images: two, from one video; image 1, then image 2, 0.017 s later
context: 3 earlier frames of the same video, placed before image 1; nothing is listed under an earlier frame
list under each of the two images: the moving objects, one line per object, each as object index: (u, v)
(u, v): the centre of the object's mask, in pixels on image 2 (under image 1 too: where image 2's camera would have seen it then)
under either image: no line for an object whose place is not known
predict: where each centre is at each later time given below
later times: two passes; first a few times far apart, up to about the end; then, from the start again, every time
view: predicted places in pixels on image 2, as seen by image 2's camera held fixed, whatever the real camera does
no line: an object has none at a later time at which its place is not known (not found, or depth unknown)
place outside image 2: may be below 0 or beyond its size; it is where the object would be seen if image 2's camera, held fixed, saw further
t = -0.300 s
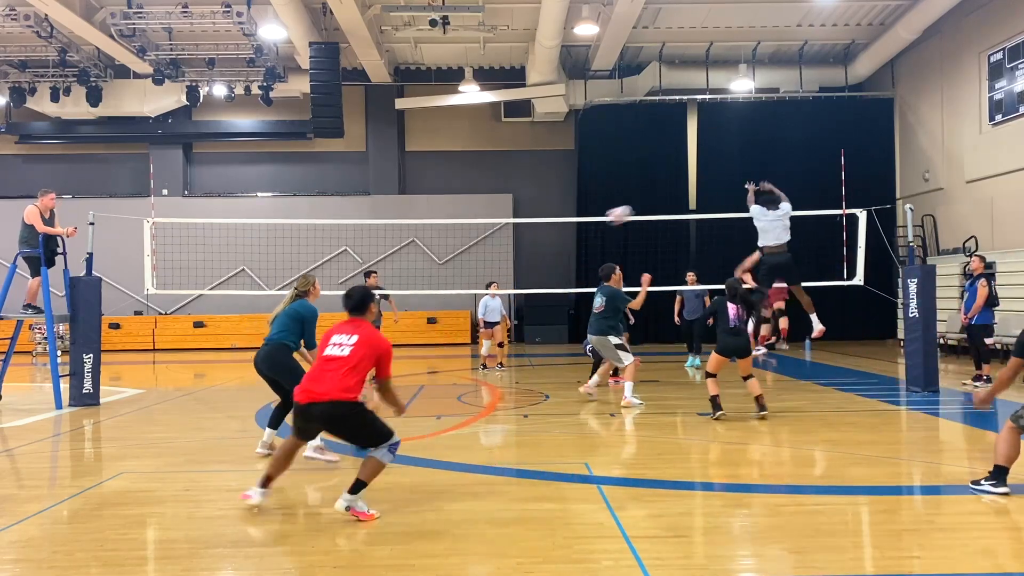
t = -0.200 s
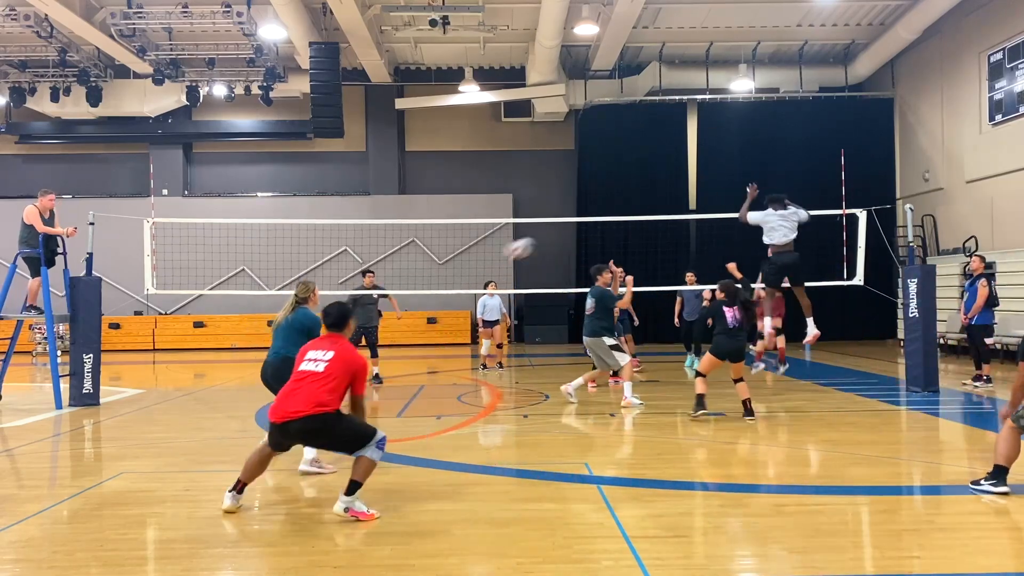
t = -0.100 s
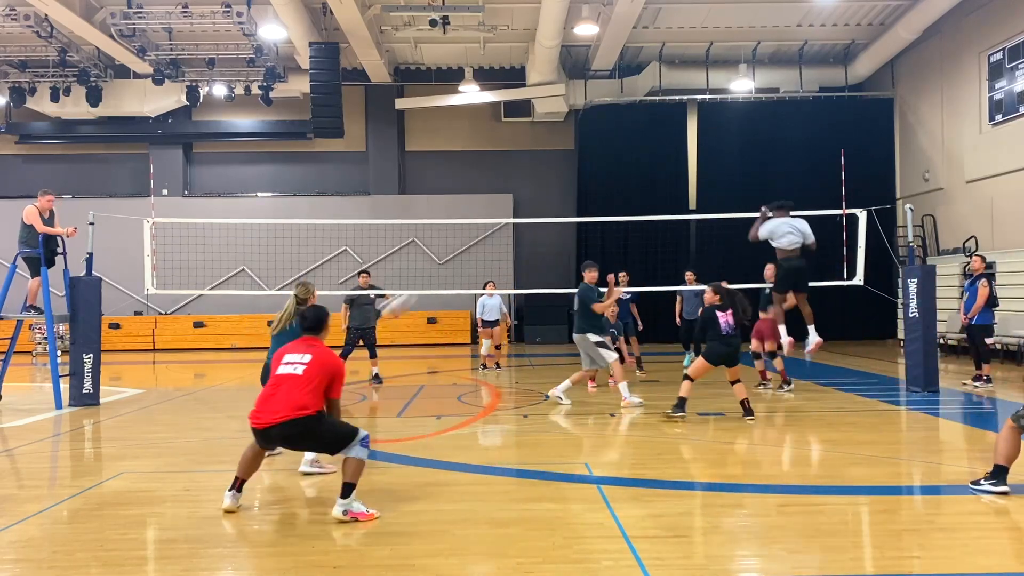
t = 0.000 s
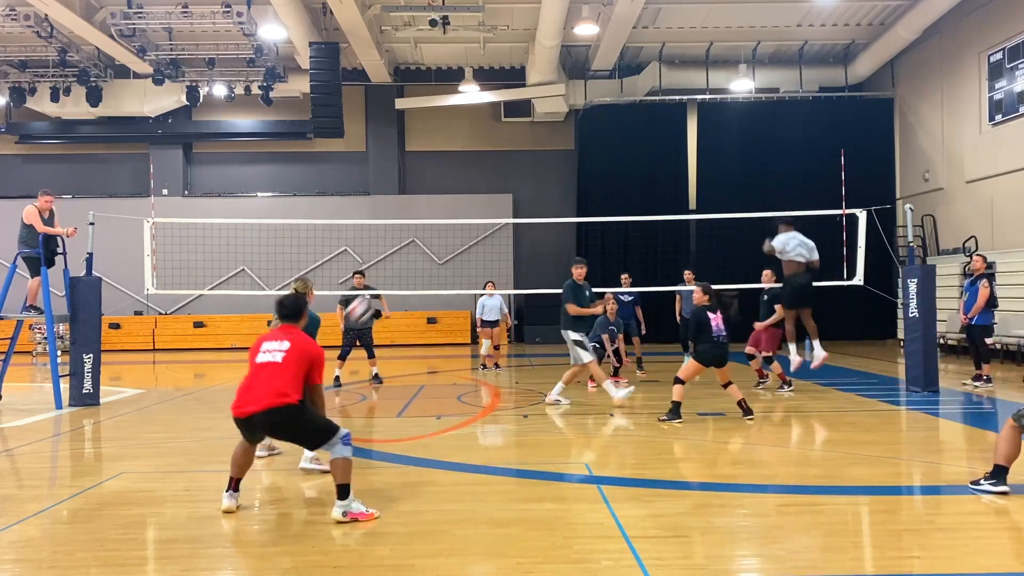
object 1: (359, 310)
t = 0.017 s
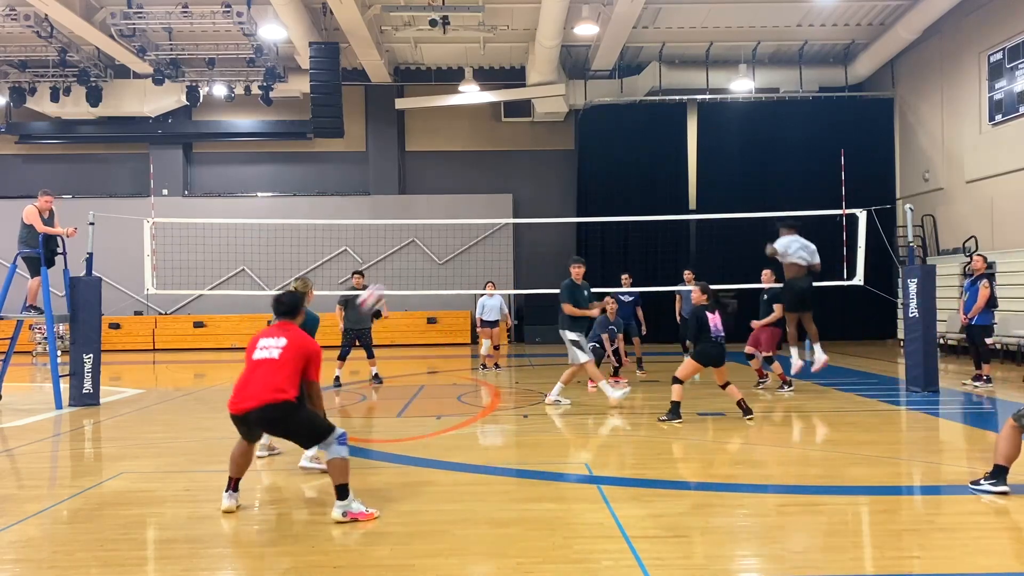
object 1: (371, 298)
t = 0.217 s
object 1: (501, 194)
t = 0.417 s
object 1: (609, 147)
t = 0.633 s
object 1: (707, 141)
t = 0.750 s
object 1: (751, 154)
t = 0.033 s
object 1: (385, 286)
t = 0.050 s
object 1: (395, 277)
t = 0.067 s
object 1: (407, 267)
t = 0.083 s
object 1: (417, 258)
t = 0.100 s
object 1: (430, 246)
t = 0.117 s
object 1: (440, 238)
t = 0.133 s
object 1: (450, 230)
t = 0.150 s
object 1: (461, 222)
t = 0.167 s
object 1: (473, 213)
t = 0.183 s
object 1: (482, 207)
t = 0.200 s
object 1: (491, 200)
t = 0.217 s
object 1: (501, 194)
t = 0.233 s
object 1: (511, 189)
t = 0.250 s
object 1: (521, 183)
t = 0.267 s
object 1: (530, 178)
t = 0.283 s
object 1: (539, 173)
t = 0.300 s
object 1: (548, 169)
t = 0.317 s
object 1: (557, 165)
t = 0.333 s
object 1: (566, 161)
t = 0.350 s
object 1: (575, 157)
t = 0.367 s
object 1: (583, 154)
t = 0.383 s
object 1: (592, 151)
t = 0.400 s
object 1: (600, 149)
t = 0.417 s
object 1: (609, 147)
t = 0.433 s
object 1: (617, 144)
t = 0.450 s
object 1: (625, 143)
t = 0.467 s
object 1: (633, 141)
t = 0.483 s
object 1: (640, 140)
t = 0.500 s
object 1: (648, 139)
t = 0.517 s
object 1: (656, 139)
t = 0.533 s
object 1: (663, 139)
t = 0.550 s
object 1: (670, 138)
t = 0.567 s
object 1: (677, 138)
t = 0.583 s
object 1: (683, 139)
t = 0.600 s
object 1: (691, 139)
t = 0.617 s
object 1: (701, 140)
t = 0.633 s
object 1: (707, 141)
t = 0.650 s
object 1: (712, 142)
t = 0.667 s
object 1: (719, 144)
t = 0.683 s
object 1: (726, 146)
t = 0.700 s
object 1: (732, 147)
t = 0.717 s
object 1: (739, 149)
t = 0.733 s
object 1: (745, 152)
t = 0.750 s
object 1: (751, 154)
